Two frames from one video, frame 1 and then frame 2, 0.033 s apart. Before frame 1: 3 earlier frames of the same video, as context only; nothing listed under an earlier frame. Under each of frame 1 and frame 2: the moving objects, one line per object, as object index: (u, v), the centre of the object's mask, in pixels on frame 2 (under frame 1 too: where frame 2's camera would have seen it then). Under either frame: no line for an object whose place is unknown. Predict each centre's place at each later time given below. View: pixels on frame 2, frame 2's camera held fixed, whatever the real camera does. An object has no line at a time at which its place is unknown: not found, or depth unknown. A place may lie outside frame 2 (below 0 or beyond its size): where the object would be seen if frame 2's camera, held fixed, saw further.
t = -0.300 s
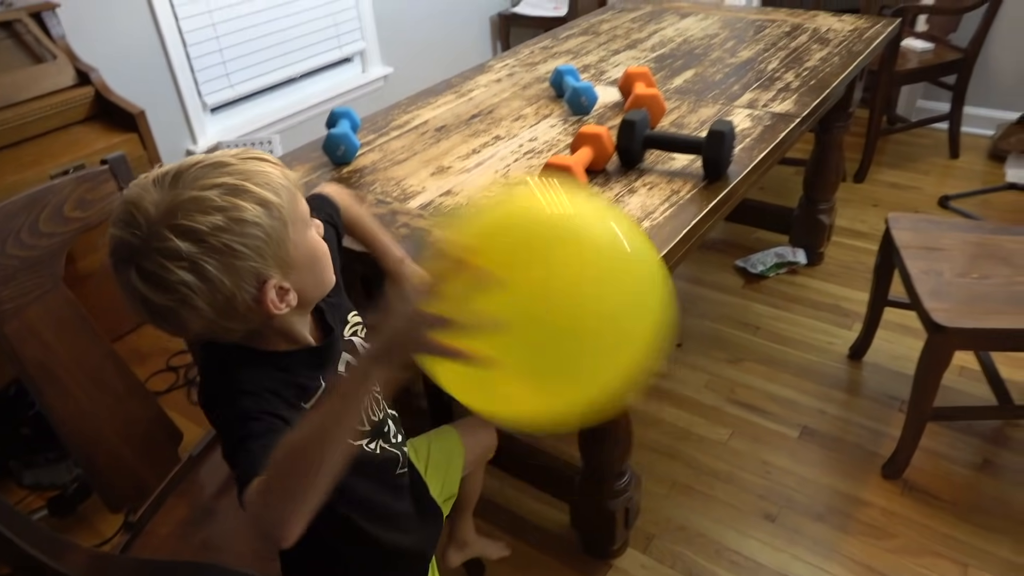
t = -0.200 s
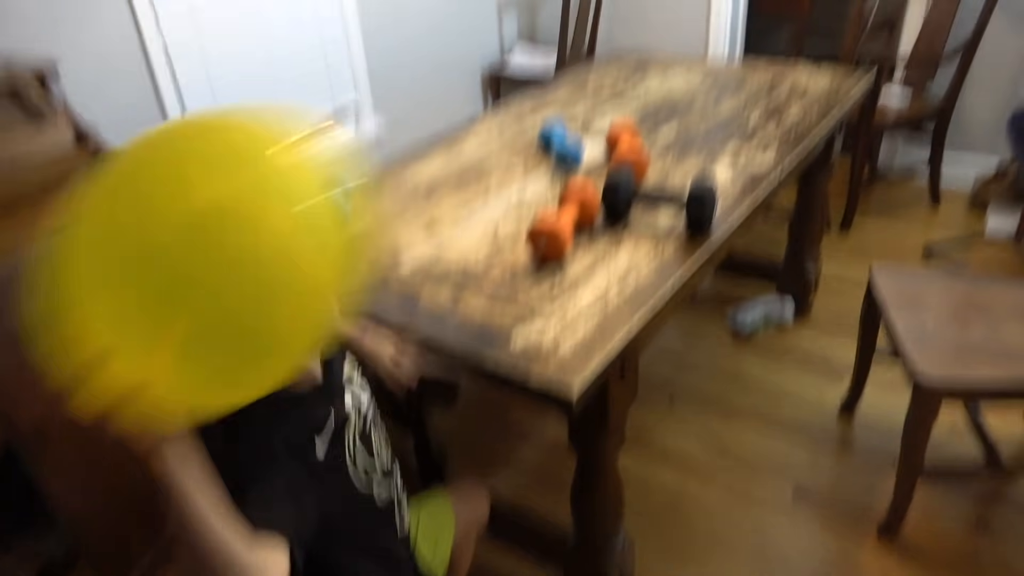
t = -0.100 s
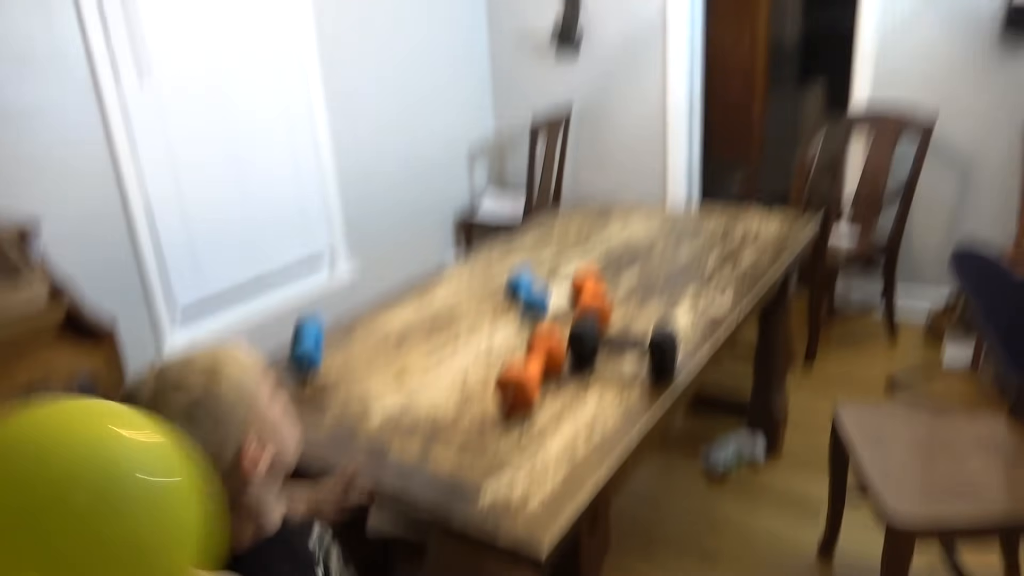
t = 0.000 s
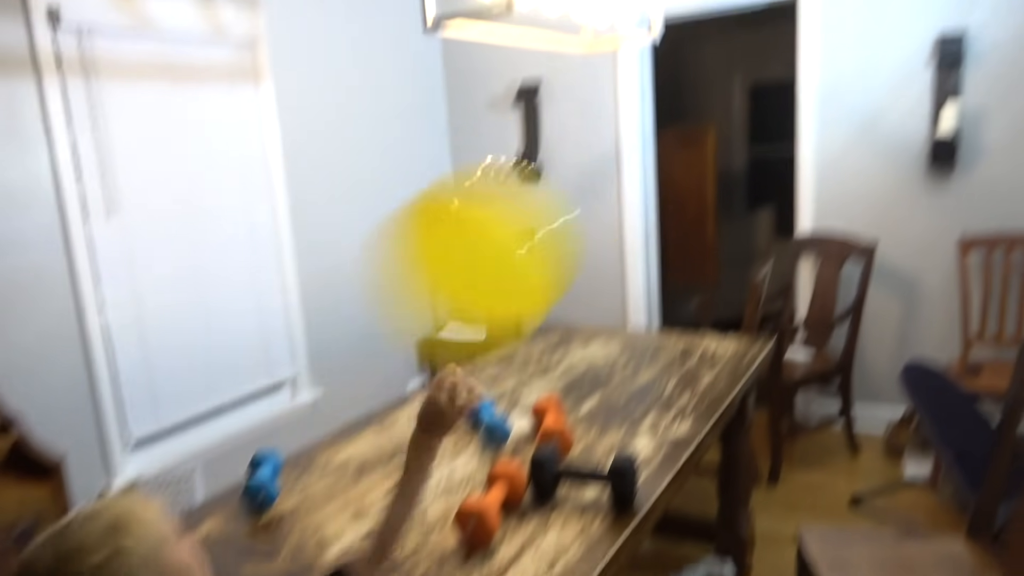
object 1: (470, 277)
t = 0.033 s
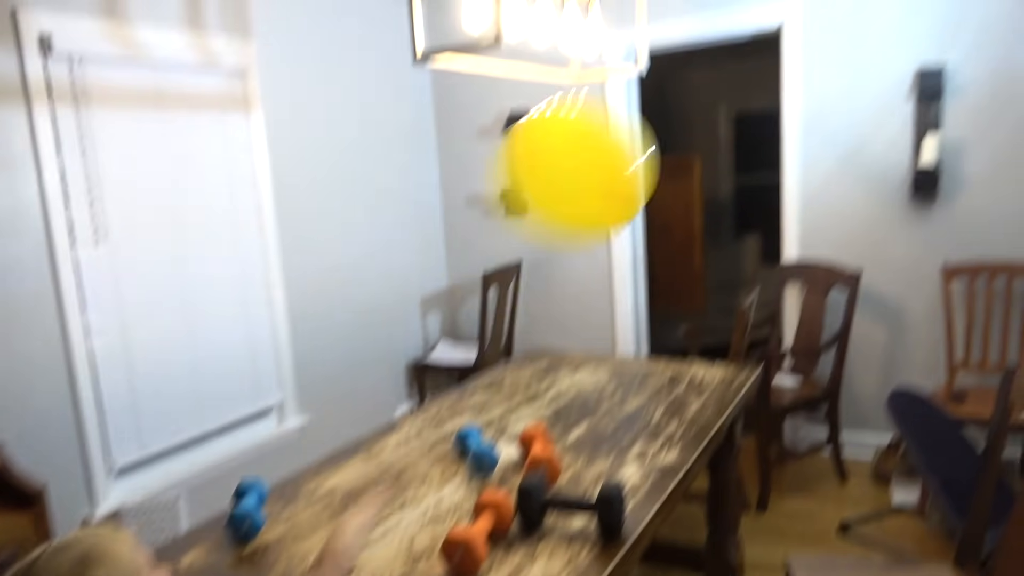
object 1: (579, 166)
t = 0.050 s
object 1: (611, 126)
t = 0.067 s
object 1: (638, 94)
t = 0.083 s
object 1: (660, 68)
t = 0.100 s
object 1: (674, 48)
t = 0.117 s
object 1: (684, 30)
